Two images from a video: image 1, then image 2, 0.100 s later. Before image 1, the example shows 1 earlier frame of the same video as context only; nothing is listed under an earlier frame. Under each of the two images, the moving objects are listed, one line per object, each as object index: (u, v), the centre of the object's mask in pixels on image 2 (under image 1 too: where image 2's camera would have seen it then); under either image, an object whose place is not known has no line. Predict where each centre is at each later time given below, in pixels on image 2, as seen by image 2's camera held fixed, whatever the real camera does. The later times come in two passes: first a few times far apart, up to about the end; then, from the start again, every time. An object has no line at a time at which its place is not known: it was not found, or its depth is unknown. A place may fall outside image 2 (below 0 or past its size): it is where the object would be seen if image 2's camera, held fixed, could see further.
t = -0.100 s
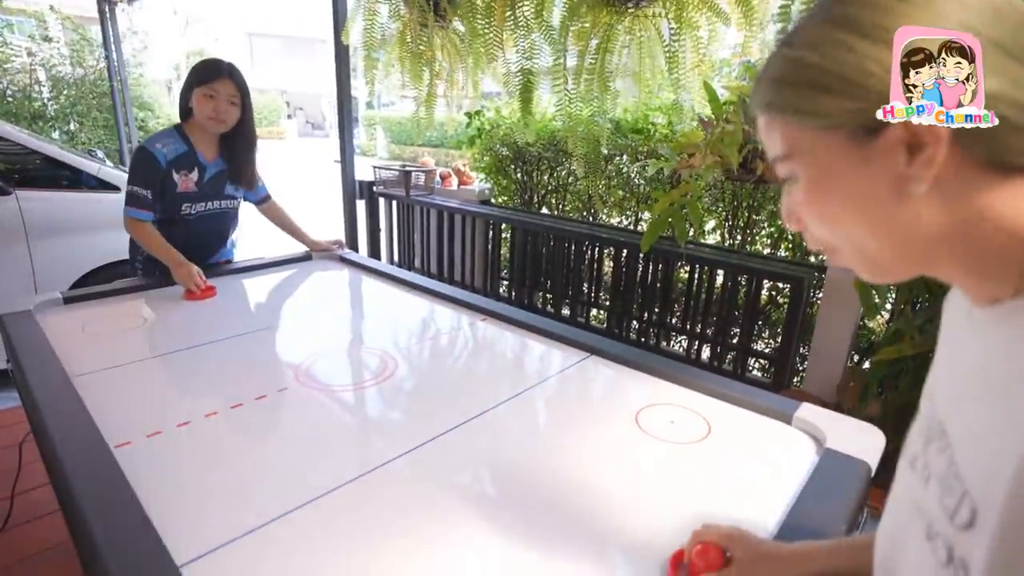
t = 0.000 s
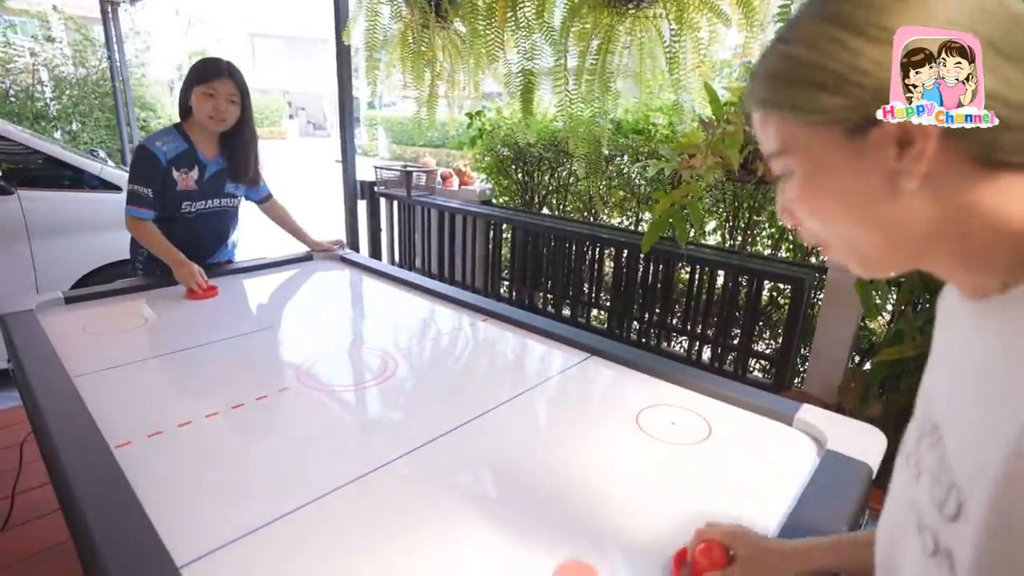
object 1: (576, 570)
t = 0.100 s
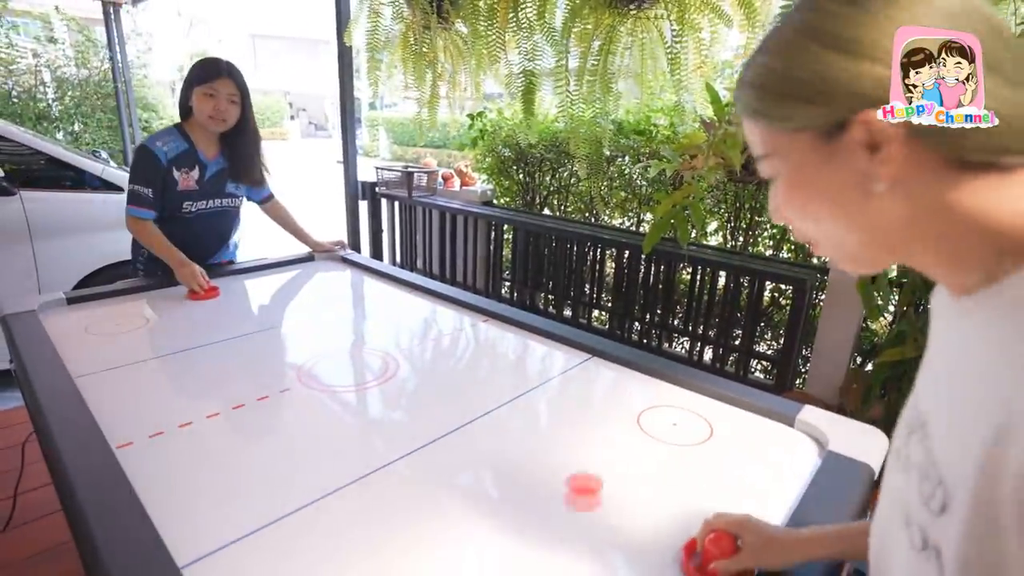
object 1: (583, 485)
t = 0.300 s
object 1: (591, 379)
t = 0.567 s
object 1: (478, 374)
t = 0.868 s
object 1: (297, 392)
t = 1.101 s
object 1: (149, 406)
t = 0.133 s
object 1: (585, 456)
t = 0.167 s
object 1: (588, 439)
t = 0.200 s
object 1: (587, 422)
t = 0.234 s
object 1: (589, 404)
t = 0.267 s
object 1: (589, 394)
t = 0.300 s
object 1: (591, 379)
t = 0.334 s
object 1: (592, 366)
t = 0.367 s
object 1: (587, 362)
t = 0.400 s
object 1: (568, 363)
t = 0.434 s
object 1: (553, 366)
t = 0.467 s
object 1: (533, 368)
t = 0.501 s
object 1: (513, 370)
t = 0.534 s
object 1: (496, 372)
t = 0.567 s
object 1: (478, 374)
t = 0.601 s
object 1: (459, 376)
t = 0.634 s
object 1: (442, 378)
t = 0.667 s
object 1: (420, 380)
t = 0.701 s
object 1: (401, 382)
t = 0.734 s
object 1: (381, 383)
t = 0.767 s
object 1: (358, 387)
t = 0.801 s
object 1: (337, 388)
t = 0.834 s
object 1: (322, 389)
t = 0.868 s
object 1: (297, 392)
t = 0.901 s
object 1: (277, 393)
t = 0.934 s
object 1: (258, 395)
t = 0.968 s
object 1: (235, 398)
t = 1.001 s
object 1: (216, 400)
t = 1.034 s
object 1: (189, 403)
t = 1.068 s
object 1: (169, 405)
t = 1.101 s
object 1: (149, 406)
